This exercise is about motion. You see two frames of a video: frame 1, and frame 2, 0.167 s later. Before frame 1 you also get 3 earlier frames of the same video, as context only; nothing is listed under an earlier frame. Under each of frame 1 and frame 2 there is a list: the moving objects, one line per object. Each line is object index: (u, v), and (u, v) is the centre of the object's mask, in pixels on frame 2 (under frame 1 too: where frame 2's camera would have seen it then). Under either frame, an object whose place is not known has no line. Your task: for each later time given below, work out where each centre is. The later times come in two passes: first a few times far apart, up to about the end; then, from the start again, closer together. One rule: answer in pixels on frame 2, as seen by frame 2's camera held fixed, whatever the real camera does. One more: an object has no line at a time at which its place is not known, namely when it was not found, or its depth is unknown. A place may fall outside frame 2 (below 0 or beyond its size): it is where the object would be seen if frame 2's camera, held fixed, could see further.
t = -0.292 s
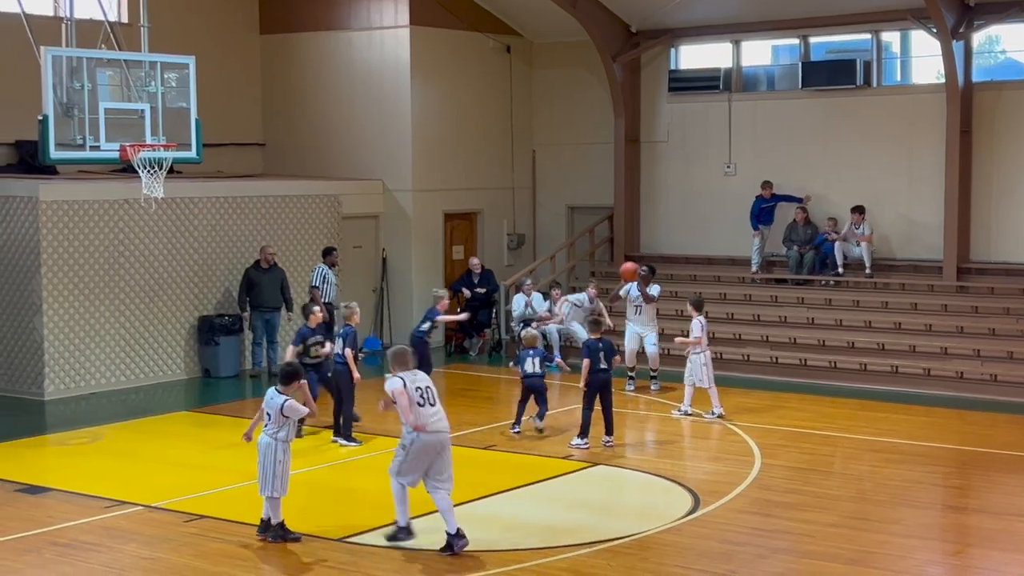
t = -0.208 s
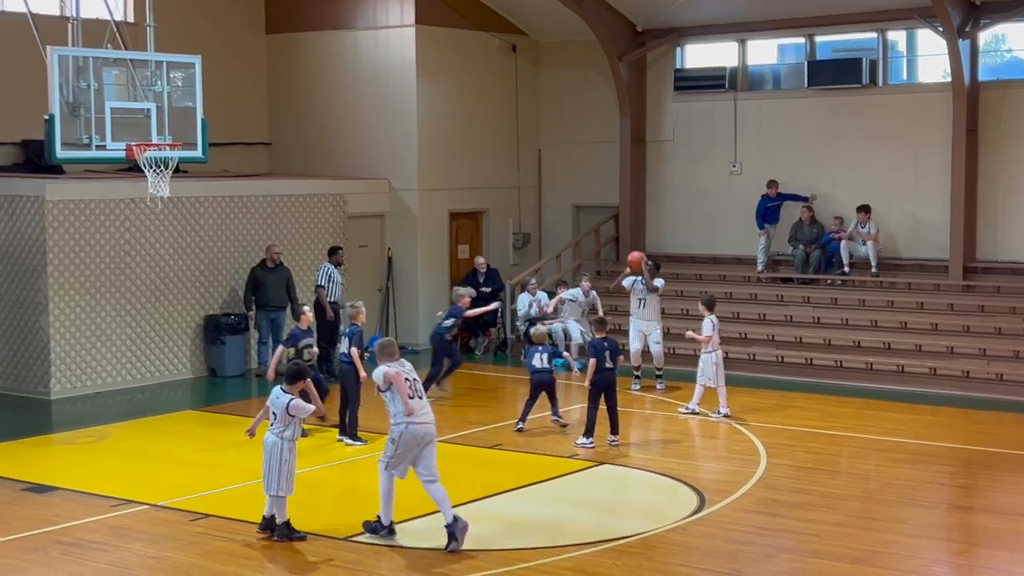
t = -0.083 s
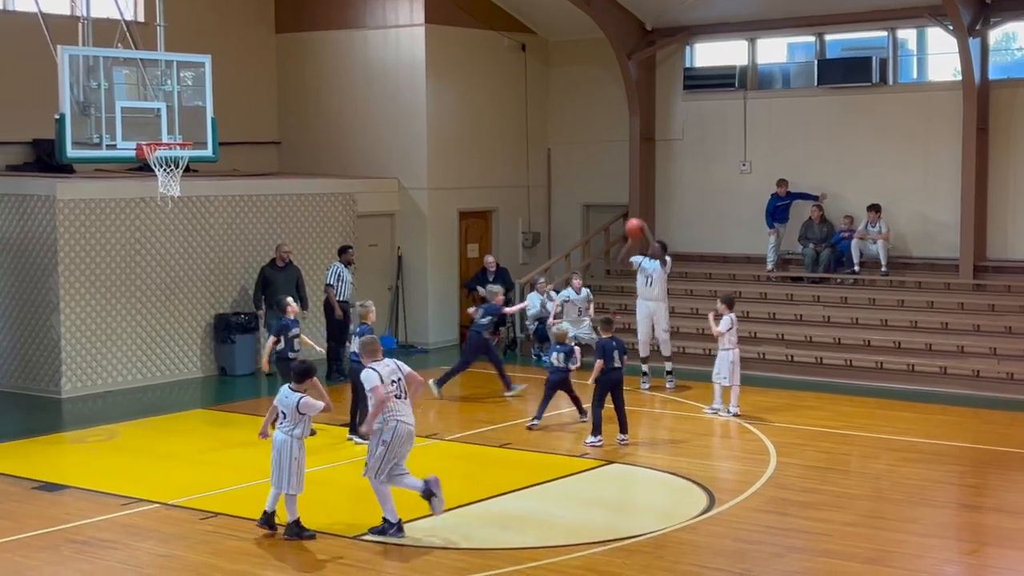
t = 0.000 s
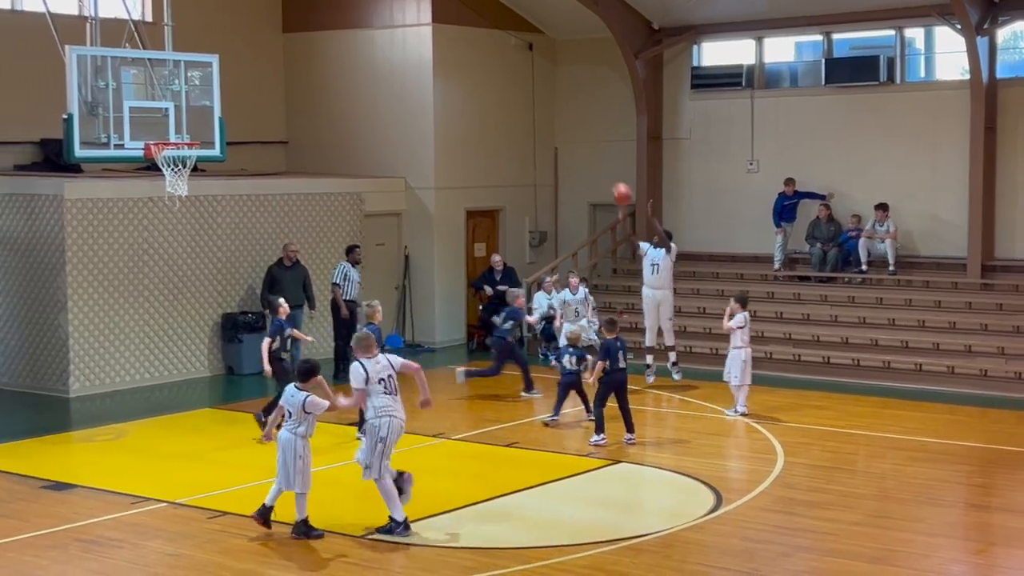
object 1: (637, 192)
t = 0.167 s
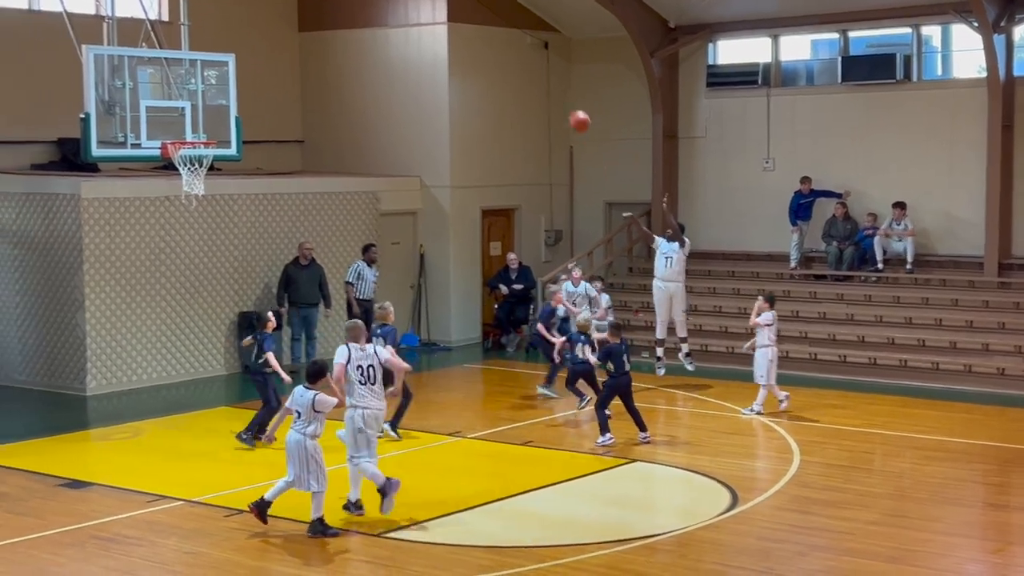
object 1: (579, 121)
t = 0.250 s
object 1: (549, 92)
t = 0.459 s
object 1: (472, 45)
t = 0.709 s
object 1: (372, 33)
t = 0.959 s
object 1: (266, 77)
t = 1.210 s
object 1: (167, 162)
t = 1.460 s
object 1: (165, 165)
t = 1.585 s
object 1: (164, 189)
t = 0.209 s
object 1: (564, 106)
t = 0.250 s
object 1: (549, 92)
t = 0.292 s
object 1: (534, 81)
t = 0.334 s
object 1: (519, 70)
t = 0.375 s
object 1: (503, 60)
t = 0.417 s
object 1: (488, 52)
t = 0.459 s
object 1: (472, 45)
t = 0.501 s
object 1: (456, 40)
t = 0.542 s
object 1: (440, 35)
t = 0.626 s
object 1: (407, 31)
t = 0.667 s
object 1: (390, 31)
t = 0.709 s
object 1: (372, 33)
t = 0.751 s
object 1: (354, 36)
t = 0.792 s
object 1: (337, 41)
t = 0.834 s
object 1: (320, 47)
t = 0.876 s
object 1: (302, 55)
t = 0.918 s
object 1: (284, 65)
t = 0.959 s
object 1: (266, 77)
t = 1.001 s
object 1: (248, 91)
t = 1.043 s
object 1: (229, 107)
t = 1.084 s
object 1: (212, 124)
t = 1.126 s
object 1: (193, 142)
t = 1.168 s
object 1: (175, 161)
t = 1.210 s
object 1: (167, 162)
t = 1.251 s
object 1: (166, 160)
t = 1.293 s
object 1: (166, 160)
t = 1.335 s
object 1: (164, 159)
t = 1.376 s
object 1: (164, 159)
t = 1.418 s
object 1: (165, 160)
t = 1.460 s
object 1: (165, 165)
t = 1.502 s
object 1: (164, 170)
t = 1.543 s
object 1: (164, 179)
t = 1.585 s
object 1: (164, 189)
